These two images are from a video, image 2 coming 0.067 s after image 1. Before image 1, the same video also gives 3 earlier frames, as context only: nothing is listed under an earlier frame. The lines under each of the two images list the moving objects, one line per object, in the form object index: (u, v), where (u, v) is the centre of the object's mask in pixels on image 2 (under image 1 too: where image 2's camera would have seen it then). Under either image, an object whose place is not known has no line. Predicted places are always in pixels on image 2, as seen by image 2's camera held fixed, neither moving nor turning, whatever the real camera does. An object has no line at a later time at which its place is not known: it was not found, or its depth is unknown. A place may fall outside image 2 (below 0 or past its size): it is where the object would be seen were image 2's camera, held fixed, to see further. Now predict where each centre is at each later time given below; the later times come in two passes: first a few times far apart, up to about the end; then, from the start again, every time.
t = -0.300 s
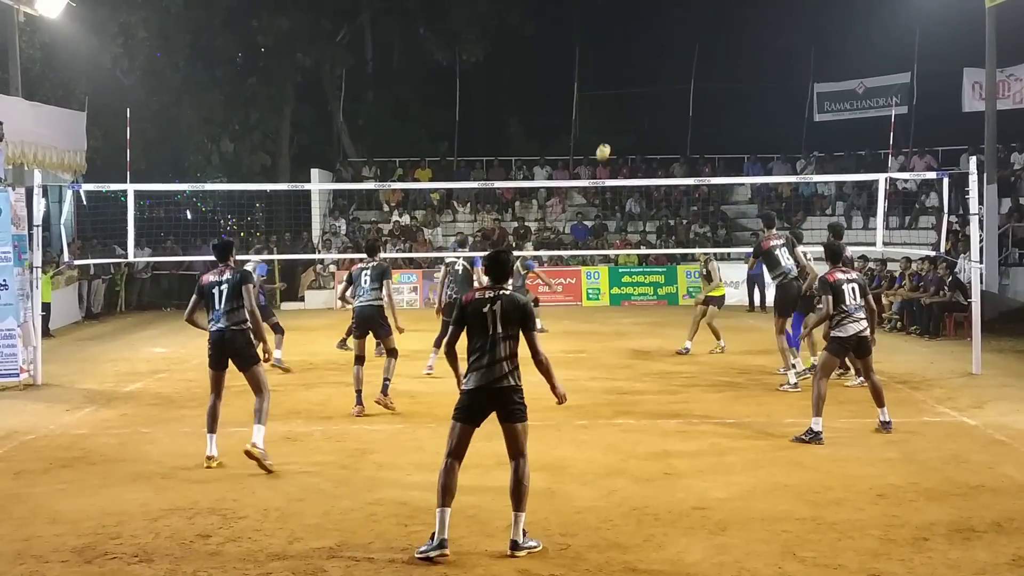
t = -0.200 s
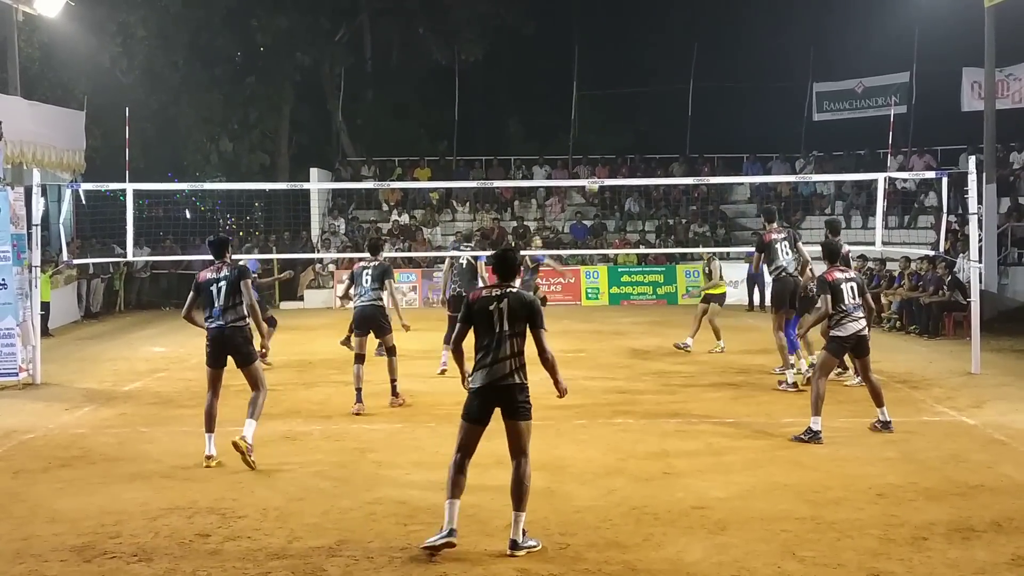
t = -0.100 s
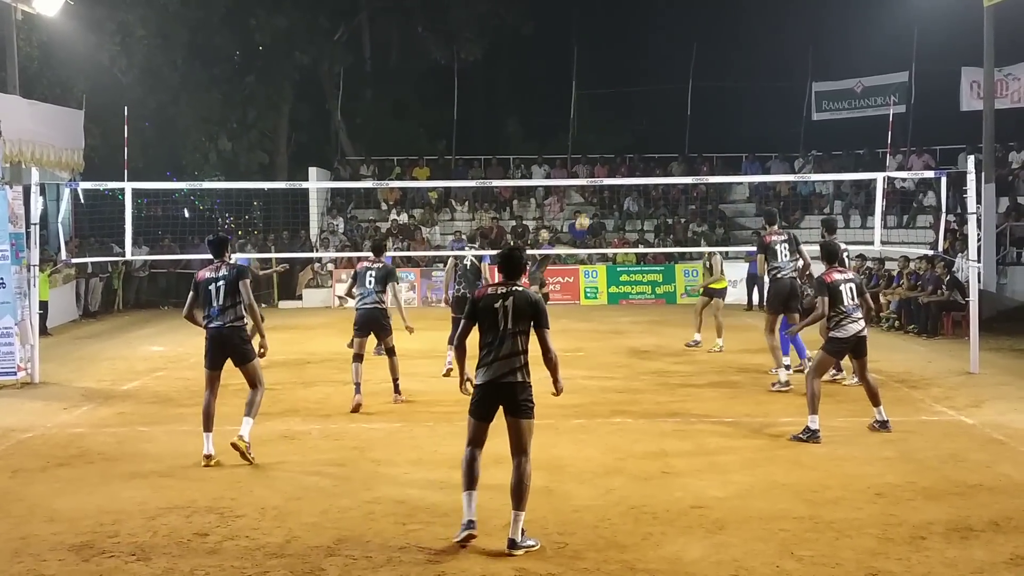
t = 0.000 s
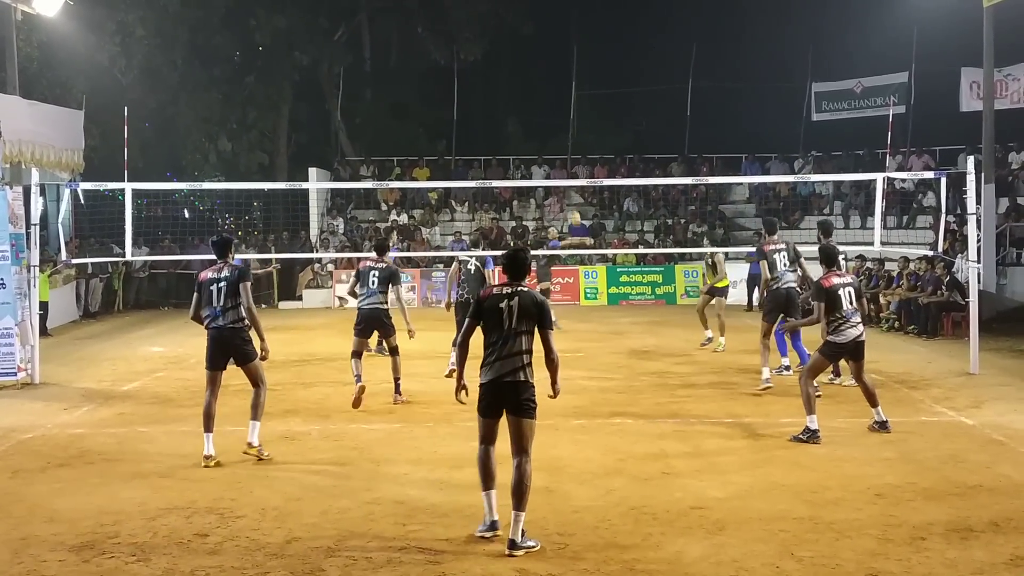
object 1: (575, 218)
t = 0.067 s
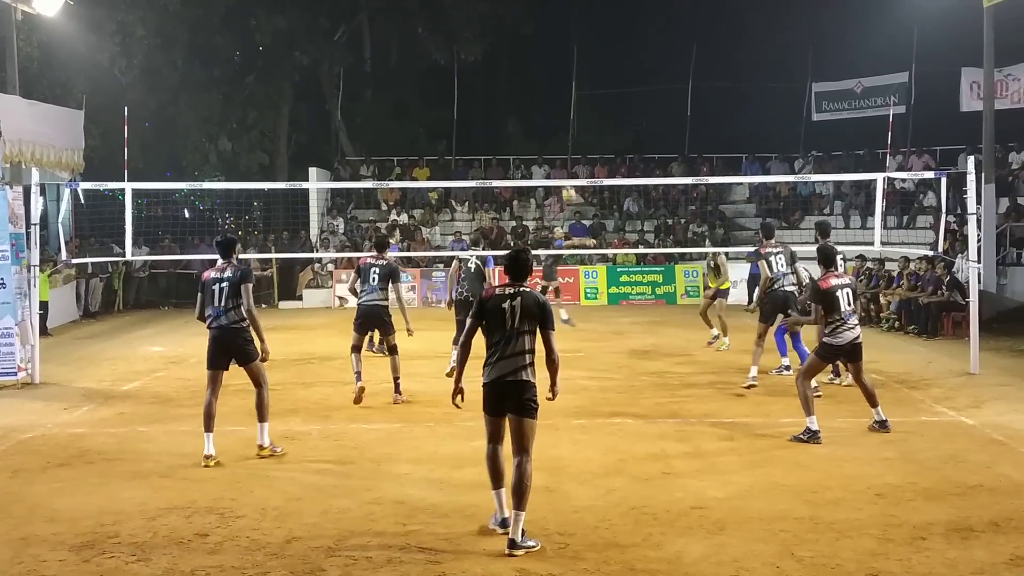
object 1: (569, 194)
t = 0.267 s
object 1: (549, 131)
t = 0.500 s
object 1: (524, 84)
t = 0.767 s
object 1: (492, 71)
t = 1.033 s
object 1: (459, 113)
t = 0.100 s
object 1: (565, 177)
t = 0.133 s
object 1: (562, 170)
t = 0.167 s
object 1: (559, 160)
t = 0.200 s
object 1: (556, 149)
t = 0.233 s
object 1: (553, 140)
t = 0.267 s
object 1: (549, 131)
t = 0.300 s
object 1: (546, 122)
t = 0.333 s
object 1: (542, 115)
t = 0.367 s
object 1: (539, 107)
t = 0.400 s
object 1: (535, 101)
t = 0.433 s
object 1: (531, 94)
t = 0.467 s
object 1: (528, 89)
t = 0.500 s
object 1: (524, 84)
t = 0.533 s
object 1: (520, 80)
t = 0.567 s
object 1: (516, 76)
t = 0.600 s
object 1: (512, 74)
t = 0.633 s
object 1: (508, 72)
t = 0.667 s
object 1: (504, 71)
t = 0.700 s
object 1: (500, 70)
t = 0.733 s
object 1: (496, 70)
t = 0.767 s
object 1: (492, 71)
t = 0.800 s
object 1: (488, 73)
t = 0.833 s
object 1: (484, 76)
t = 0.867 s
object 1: (480, 80)
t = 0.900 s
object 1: (475, 85)
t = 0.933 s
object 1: (471, 90)
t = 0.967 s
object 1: (467, 97)
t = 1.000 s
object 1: (463, 104)
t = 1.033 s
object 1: (459, 113)
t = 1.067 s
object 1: (455, 122)
